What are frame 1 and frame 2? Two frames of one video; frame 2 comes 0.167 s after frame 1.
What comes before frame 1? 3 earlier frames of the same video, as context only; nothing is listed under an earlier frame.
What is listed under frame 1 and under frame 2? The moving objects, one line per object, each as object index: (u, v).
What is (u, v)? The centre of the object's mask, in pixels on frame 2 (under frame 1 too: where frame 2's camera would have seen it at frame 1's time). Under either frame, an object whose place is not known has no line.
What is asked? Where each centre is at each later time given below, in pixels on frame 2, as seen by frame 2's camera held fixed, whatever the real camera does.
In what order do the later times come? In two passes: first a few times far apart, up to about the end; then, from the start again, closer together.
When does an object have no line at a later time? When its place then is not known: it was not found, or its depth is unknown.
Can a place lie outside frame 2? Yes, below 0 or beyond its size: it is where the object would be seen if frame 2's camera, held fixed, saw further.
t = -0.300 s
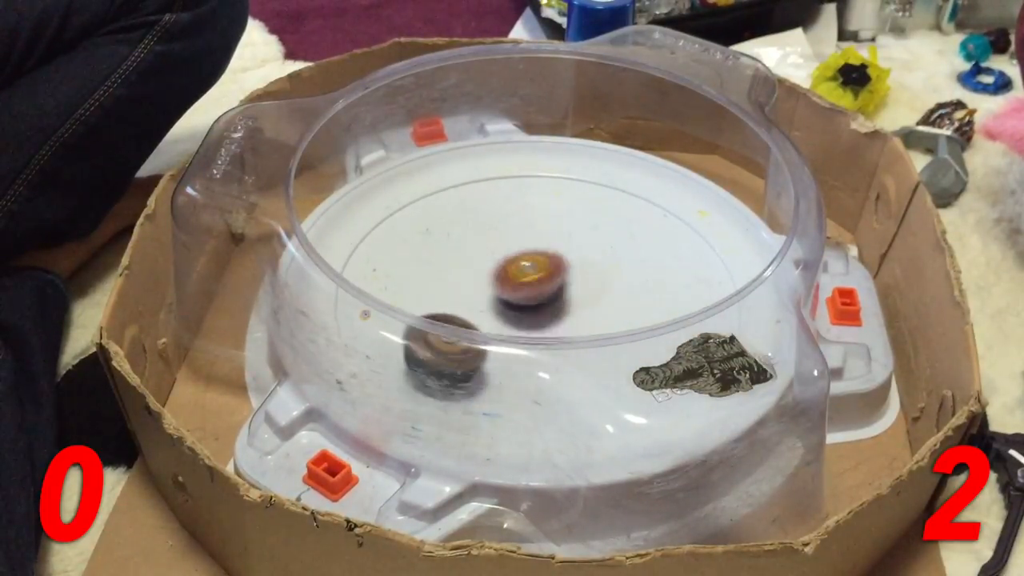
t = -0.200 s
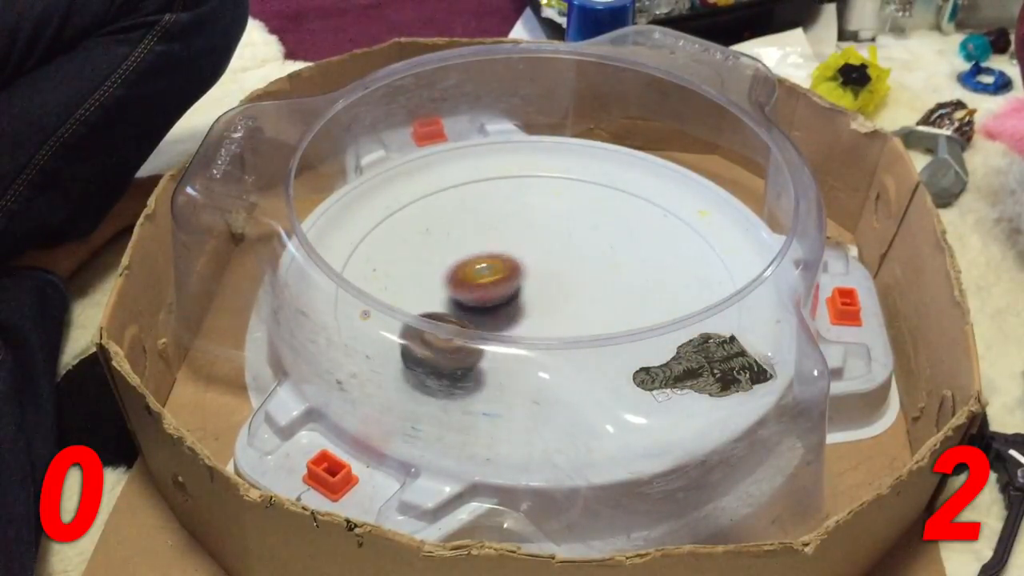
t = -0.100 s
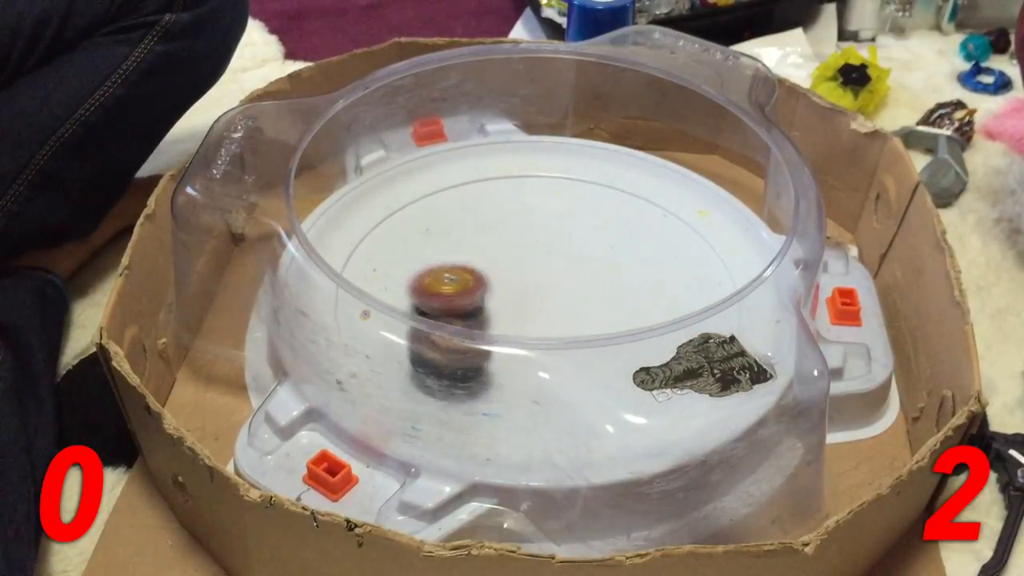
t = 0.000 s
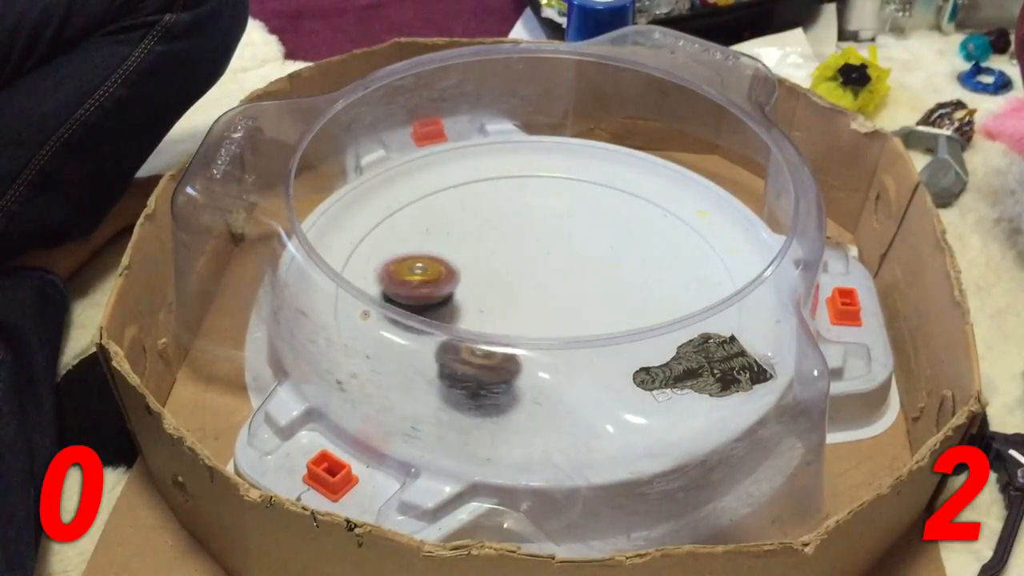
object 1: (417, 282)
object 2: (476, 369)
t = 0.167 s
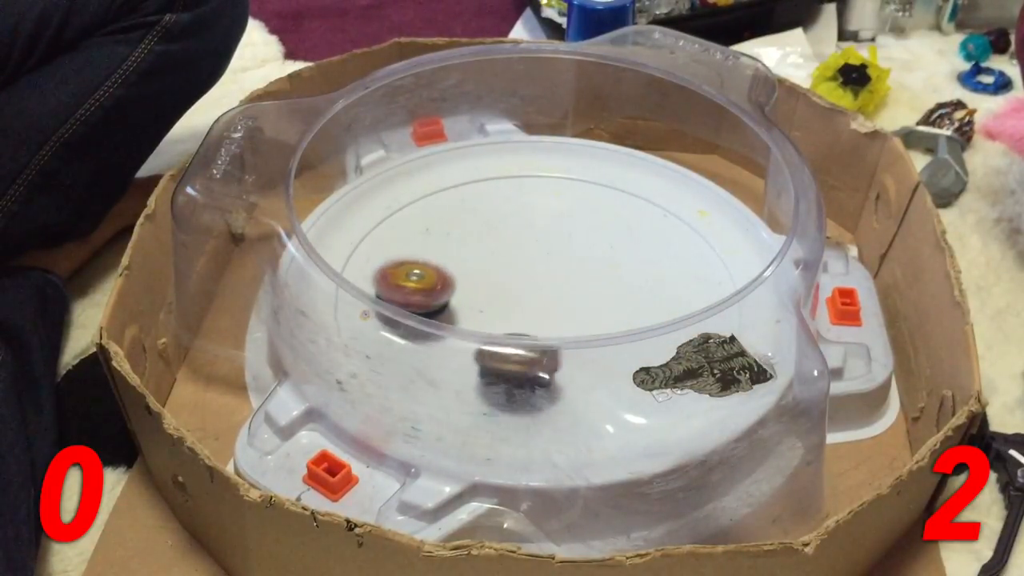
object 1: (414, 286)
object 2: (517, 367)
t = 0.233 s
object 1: (423, 289)
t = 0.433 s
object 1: (473, 295)
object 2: (582, 318)
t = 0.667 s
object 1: (513, 290)
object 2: (609, 288)
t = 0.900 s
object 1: (521, 284)
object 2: (605, 269)
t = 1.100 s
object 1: (507, 285)
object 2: (594, 253)
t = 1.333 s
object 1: (496, 304)
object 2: (551, 230)
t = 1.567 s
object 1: (500, 310)
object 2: (509, 234)
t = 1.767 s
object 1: (502, 309)
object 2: (478, 254)
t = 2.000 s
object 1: (522, 317)
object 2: (444, 264)
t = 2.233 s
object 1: (537, 312)
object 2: (441, 289)
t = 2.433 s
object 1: (563, 309)
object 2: (461, 303)
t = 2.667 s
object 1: (585, 303)
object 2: (490, 313)
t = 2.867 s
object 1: (636, 279)
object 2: (493, 317)
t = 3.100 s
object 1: (637, 275)
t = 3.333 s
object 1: (617, 280)
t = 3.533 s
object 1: (580, 289)
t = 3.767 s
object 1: (555, 298)
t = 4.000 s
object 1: (532, 302)
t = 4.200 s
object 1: (530, 301)
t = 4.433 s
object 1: (631, 366)
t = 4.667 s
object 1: (668, 332)
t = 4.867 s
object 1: (608, 309)
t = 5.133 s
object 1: (564, 310)
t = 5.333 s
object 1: (564, 319)
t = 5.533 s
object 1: (558, 316)
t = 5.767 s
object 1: (555, 316)
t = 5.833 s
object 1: (551, 322)
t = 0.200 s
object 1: (418, 288)
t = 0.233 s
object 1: (423, 289)
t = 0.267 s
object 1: (429, 291)
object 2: (545, 358)
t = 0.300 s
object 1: (437, 292)
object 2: (554, 350)
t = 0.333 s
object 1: (444, 294)
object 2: (561, 350)
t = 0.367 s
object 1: (454, 295)
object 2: (569, 337)
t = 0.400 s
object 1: (463, 296)
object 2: (575, 321)
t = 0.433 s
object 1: (473, 295)
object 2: (582, 318)
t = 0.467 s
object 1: (482, 295)
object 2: (589, 314)
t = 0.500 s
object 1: (490, 295)
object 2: (595, 310)
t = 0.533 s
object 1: (496, 295)
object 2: (599, 306)
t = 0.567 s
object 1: (501, 294)
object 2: (603, 301)
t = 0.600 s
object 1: (506, 293)
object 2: (605, 297)
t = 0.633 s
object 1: (509, 291)
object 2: (608, 292)
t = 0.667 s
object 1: (513, 290)
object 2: (609, 288)
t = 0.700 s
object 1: (516, 289)
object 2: (609, 285)
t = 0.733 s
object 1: (520, 288)
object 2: (608, 282)
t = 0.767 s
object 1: (523, 287)
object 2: (606, 279)
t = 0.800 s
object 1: (521, 286)
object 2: (607, 274)
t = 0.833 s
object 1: (519, 286)
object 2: (609, 273)
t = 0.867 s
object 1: (520, 285)
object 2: (608, 271)
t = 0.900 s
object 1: (521, 284)
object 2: (605, 269)
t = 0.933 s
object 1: (523, 285)
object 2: (602, 267)
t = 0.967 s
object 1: (517, 284)
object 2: (605, 264)
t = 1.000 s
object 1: (510, 285)
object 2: (608, 261)
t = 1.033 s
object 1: (506, 285)
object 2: (606, 258)
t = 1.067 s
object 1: (506, 285)
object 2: (601, 256)
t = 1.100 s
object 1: (507, 285)
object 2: (594, 253)
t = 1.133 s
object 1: (507, 286)
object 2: (586, 251)
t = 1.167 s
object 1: (508, 287)
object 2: (579, 249)
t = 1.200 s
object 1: (509, 288)
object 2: (571, 247)
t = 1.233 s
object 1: (510, 288)
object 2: (563, 245)
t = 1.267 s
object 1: (507, 293)
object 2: (558, 240)
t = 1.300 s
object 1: (499, 300)
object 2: (555, 233)
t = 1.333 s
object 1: (496, 304)
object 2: (551, 230)
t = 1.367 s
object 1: (496, 305)
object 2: (546, 228)
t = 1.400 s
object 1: (497, 307)
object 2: (540, 227)
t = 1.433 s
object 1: (498, 308)
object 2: (534, 227)
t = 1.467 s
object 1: (499, 308)
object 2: (527, 228)
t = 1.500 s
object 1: (499, 309)
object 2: (521, 230)
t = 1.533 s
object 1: (500, 310)
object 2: (515, 232)
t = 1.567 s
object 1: (500, 310)
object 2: (509, 234)
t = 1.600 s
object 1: (501, 309)
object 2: (504, 237)
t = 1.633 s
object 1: (501, 310)
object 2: (499, 240)
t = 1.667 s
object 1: (501, 310)
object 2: (494, 244)
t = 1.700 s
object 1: (502, 310)
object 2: (488, 248)
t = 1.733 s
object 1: (502, 310)
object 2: (483, 251)
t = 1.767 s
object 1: (502, 309)
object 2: (478, 254)
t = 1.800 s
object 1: (503, 310)
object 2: (471, 257)
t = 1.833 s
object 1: (508, 314)
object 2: (464, 254)
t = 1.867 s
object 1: (512, 316)
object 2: (458, 253)
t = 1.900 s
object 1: (515, 317)
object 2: (454, 256)
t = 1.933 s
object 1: (518, 318)
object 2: (450, 258)
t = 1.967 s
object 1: (520, 317)
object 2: (447, 261)
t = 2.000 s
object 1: (522, 317)
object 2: (444, 264)
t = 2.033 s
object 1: (523, 316)
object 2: (443, 267)
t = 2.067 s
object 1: (524, 316)
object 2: (442, 271)
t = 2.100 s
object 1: (524, 315)
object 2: (442, 275)
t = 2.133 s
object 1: (525, 314)
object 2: (442, 279)
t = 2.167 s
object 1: (525, 313)
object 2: (444, 283)
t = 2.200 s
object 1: (526, 311)
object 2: (446, 288)
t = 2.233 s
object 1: (537, 312)
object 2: (441, 289)
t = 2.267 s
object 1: (548, 312)
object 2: (439, 290)
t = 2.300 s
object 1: (555, 311)
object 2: (441, 292)
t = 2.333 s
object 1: (560, 311)
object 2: (445, 295)
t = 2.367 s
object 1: (561, 310)
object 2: (450, 297)
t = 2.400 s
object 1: (562, 310)
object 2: (455, 300)
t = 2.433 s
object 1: (563, 309)
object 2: (461, 303)
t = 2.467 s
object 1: (563, 308)
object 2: (468, 306)
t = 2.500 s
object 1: (563, 308)
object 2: (474, 308)
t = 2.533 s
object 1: (564, 308)
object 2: (481, 311)
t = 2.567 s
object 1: (574, 307)
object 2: (479, 311)
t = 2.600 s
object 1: (581, 305)
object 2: (480, 312)
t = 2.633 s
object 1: (583, 304)
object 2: (484, 312)
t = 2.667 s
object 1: (585, 303)
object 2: (490, 313)
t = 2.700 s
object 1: (587, 302)
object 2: (497, 314)
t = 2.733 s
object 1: (589, 302)
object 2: (505, 315)
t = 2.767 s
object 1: (597, 300)
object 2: (505, 316)
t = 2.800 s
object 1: (615, 293)
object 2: (497, 317)
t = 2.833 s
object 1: (628, 284)
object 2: (493, 317)
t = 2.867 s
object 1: (636, 279)
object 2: (493, 317)
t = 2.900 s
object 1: (641, 276)
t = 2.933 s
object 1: (643, 275)
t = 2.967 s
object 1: (644, 274)
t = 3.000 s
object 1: (644, 274)
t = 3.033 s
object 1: (643, 274)
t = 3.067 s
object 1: (640, 274)
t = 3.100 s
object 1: (637, 275)
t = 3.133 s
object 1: (632, 276)
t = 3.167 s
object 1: (627, 277)
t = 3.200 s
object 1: (621, 279)
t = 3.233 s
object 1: (616, 280)
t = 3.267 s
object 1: (619, 279)
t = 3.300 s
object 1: (619, 277)
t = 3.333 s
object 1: (617, 280)
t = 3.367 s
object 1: (613, 280)
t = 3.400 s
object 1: (607, 283)
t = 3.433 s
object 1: (601, 283)
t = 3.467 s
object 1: (594, 286)
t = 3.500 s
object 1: (588, 287)
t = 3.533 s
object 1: (580, 289)
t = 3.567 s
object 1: (573, 291)
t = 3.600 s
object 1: (570, 294)
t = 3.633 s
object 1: (568, 295)
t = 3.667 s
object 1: (566, 296)
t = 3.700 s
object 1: (563, 297)
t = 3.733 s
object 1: (559, 297)
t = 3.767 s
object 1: (555, 298)
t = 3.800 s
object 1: (551, 297)
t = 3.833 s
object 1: (546, 297)
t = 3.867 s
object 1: (541, 297)
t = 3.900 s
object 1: (535, 296)
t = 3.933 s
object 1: (530, 295)
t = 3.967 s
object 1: (531, 299)
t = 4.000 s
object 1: (532, 302)
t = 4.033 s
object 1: (532, 303)
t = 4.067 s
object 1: (531, 303)
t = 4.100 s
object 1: (531, 303)
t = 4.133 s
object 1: (531, 303)
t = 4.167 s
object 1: (530, 302)
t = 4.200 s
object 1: (530, 301)
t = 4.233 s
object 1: (531, 301)
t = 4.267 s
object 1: (533, 305)
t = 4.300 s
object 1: (556, 316)
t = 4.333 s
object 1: (580, 342)
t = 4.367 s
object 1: (599, 354)
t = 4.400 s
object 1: (615, 360)
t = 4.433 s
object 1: (631, 366)
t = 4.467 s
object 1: (641, 361)
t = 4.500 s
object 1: (651, 352)
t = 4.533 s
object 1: (662, 345)
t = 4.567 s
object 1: (668, 340)
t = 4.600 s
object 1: (671, 335)
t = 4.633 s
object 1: (671, 333)
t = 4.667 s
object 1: (668, 332)
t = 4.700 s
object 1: (663, 330)
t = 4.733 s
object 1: (657, 329)
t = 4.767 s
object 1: (648, 327)
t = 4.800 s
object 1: (639, 325)
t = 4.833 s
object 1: (622, 310)
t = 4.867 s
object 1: (608, 309)
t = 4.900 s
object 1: (593, 306)
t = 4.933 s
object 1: (579, 302)
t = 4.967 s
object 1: (568, 298)
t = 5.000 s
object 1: (569, 303)
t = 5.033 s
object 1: (569, 308)
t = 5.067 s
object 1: (568, 309)
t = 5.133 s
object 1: (564, 310)
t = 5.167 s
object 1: (563, 310)
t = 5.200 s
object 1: (563, 310)
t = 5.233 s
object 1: (562, 311)
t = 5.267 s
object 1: (564, 316)
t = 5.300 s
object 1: (565, 317)
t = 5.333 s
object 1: (564, 319)
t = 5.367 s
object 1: (562, 318)
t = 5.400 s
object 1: (561, 318)
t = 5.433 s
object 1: (559, 318)
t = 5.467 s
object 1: (559, 317)
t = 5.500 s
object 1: (559, 316)
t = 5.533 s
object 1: (558, 316)
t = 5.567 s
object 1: (558, 315)
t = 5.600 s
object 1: (557, 314)
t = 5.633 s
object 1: (557, 312)
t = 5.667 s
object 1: (557, 310)
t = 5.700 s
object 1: (557, 309)
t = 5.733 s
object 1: (557, 311)
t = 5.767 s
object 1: (555, 316)
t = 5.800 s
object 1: (553, 320)
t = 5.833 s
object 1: (551, 322)
